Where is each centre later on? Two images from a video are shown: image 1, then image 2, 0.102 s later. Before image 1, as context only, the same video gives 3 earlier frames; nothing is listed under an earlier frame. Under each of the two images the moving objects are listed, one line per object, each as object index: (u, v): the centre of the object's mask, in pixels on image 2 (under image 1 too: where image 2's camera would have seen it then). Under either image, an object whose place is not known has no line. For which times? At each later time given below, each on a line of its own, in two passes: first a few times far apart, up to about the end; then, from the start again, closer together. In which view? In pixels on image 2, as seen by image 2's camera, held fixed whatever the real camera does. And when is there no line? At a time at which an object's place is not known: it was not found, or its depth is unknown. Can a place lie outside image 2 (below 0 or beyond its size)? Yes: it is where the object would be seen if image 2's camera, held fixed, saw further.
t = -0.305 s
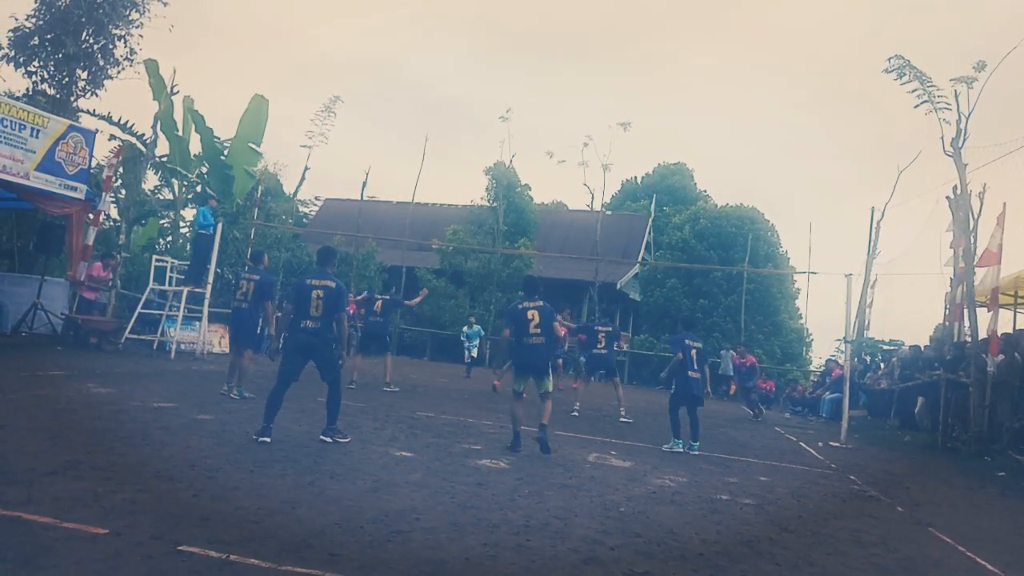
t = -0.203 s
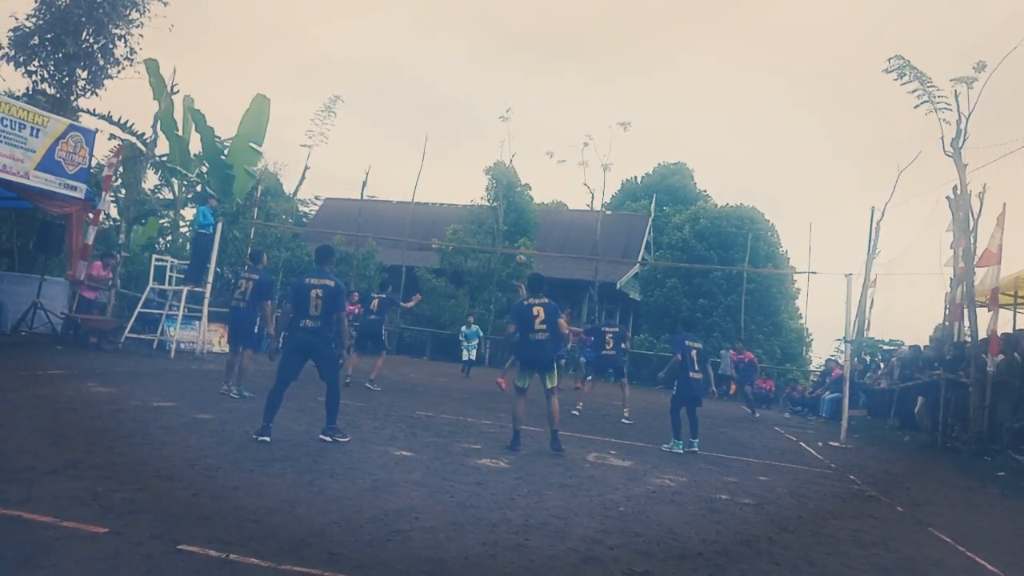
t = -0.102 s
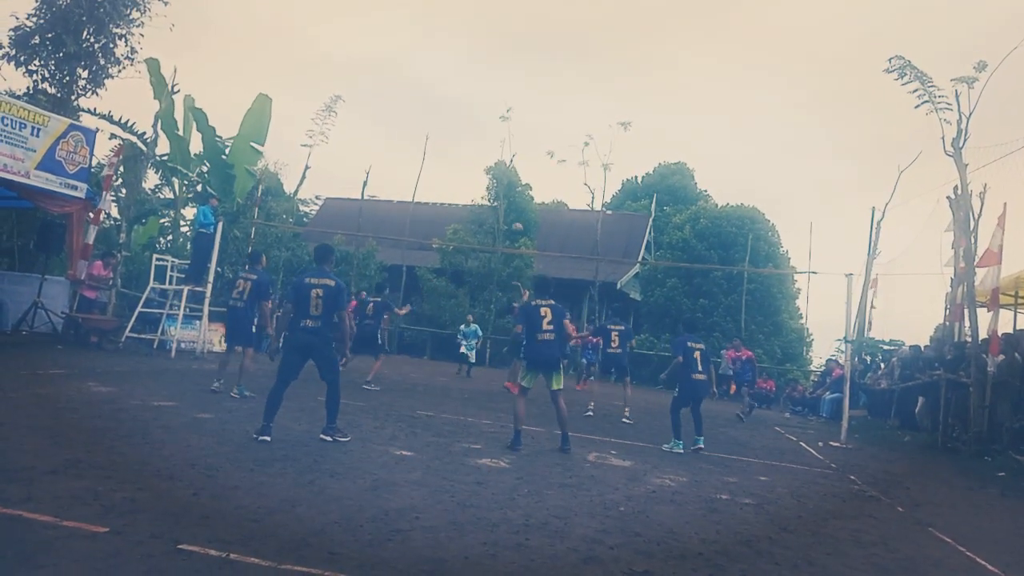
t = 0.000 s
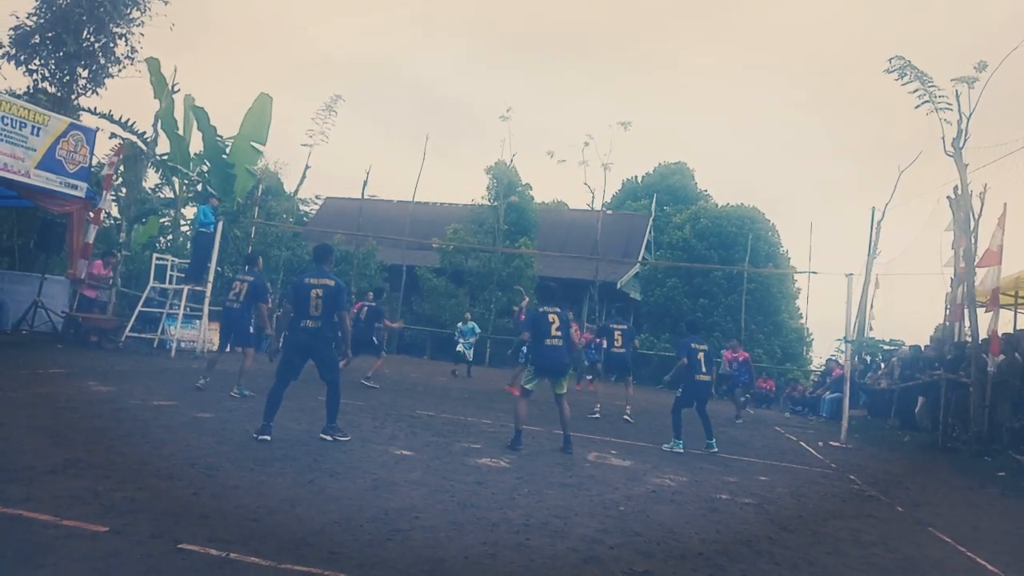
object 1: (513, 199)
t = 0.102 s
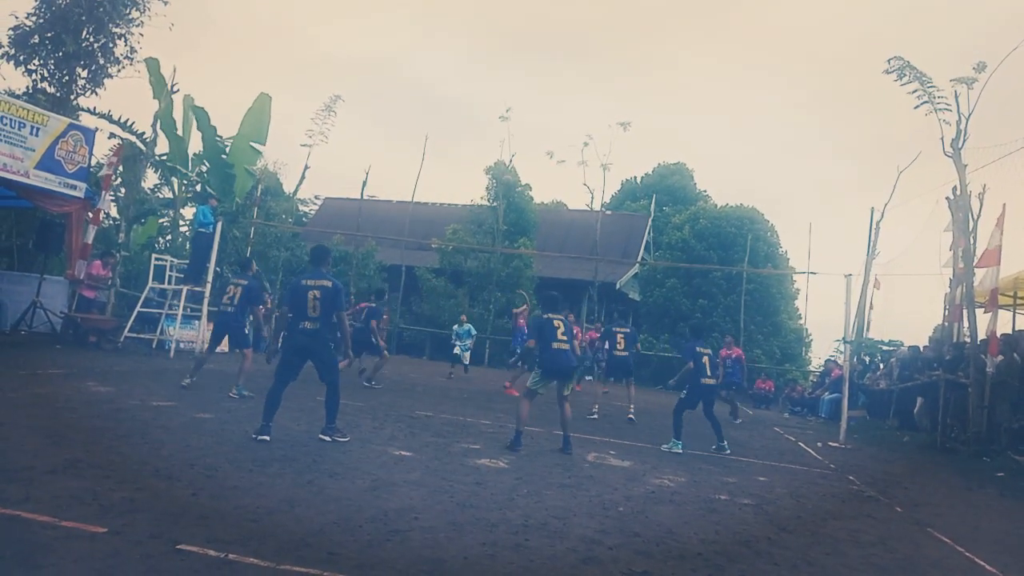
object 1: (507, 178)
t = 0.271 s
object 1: (498, 158)
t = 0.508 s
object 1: (481, 149)
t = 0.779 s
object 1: (458, 176)
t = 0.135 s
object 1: (507, 176)
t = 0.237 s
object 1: (499, 160)
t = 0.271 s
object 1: (498, 158)
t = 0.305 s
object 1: (496, 155)
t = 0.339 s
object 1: (493, 152)
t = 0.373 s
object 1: (491, 150)
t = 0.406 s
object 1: (489, 149)
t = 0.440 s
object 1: (487, 149)
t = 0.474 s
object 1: (484, 149)
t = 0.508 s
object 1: (481, 149)
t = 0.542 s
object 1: (479, 150)
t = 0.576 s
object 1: (476, 152)
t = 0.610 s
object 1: (473, 155)
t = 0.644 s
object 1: (471, 158)
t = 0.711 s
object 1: (465, 166)
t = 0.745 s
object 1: (462, 171)
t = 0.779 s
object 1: (458, 176)
